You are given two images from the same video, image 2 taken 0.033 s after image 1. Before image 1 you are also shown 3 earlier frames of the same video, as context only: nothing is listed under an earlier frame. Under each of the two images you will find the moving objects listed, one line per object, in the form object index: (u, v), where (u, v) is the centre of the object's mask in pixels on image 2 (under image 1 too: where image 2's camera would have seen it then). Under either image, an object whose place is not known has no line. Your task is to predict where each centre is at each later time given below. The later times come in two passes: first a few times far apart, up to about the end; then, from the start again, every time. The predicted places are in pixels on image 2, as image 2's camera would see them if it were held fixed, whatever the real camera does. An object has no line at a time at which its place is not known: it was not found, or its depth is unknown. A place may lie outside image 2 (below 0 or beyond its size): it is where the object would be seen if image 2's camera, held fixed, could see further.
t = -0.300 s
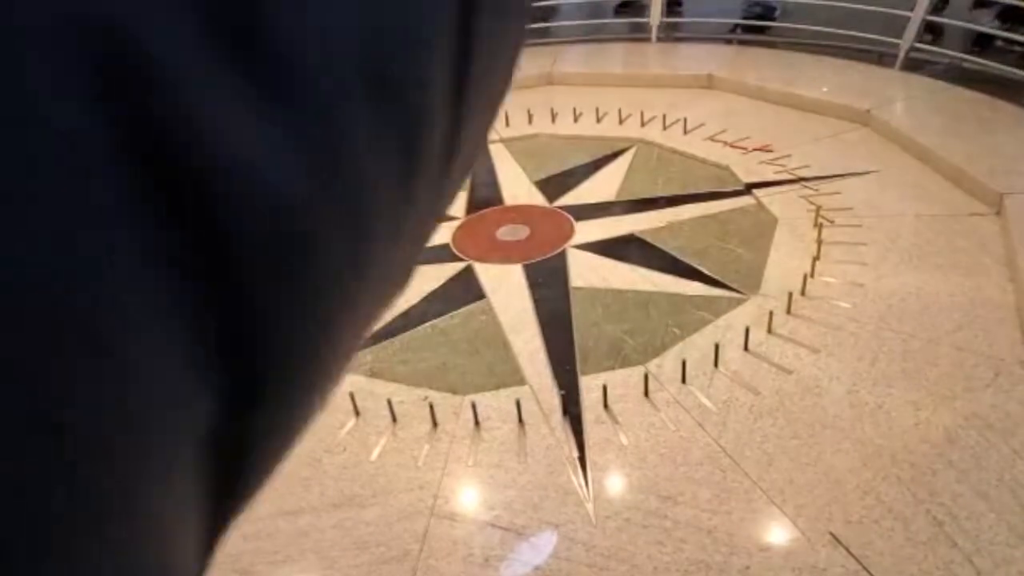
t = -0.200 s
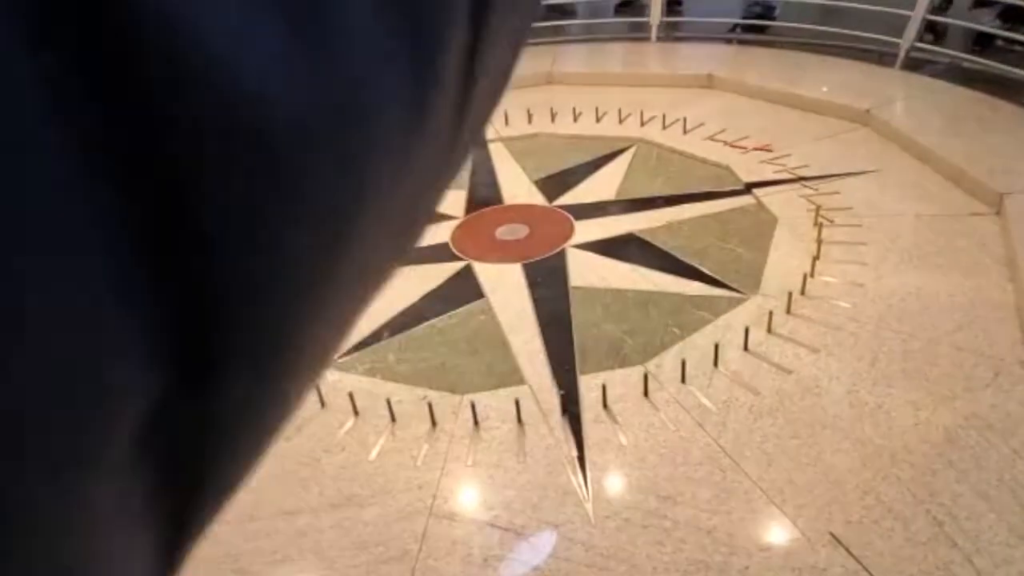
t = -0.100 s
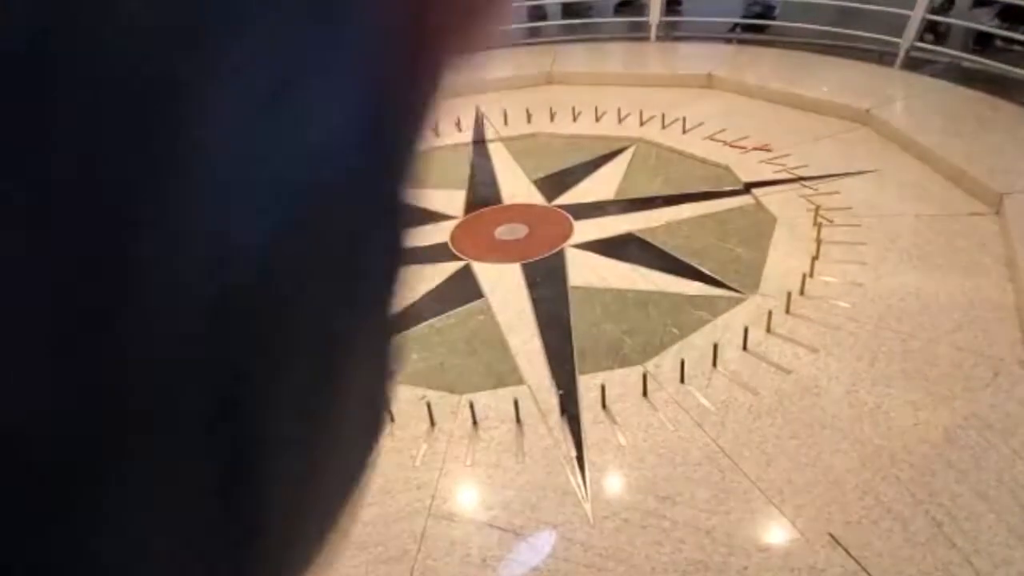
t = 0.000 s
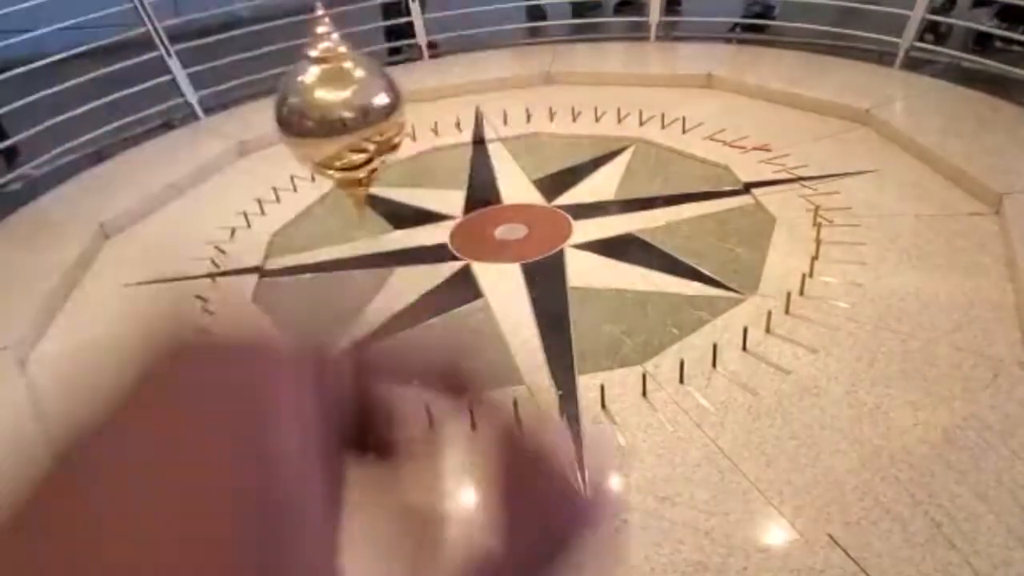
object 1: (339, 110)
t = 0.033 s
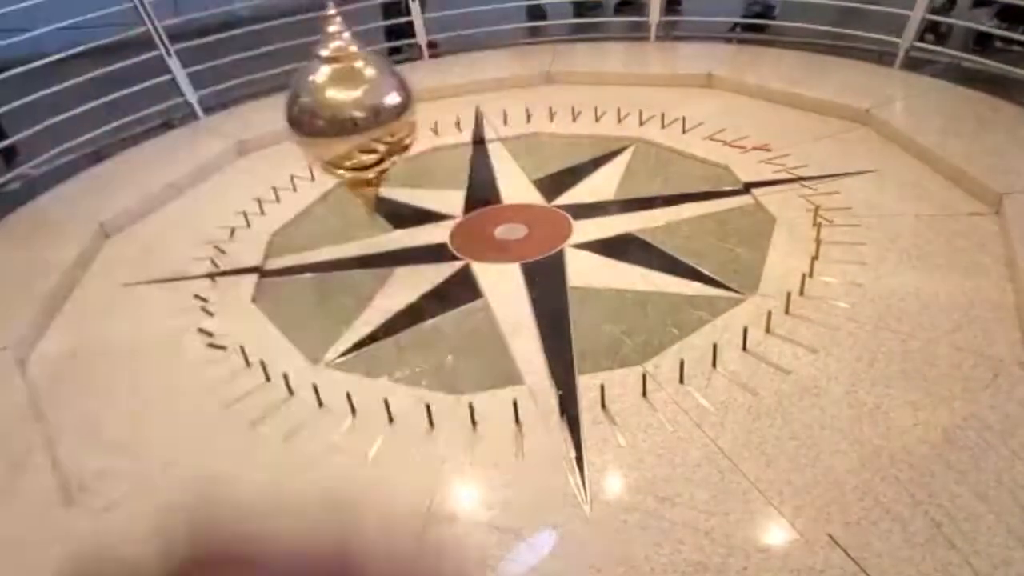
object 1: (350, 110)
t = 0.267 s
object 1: (432, 113)
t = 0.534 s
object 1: (535, 106)
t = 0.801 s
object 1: (640, 99)
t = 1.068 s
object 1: (741, 92)
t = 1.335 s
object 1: (826, 84)
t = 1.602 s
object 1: (891, 78)
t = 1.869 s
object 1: (926, 73)
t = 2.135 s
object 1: (929, 72)
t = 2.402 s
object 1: (898, 75)
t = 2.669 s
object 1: (836, 83)
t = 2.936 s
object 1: (751, 92)
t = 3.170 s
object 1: (668, 93)
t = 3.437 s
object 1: (568, 104)
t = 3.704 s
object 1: (464, 110)
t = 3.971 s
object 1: (369, 112)
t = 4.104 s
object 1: (326, 113)
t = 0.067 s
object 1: (362, 112)
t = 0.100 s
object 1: (373, 111)
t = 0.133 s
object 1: (384, 111)
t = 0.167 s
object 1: (396, 112)
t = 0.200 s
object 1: (409, 113)
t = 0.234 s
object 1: (420, 112)
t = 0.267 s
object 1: (432, 113)
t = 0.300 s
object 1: (446, 110)
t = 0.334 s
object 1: (459, 109)
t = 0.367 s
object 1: (472, 109)
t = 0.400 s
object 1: (485, 108)
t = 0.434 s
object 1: (497, 109)
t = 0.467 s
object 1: (511, 108)
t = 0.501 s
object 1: (522, 106)
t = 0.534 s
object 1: (535, 106)
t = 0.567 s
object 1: (549, 107)
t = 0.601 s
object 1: (562, 105)
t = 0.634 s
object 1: (576, 104)
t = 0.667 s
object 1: (589, 102)
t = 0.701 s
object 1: (602, 101)
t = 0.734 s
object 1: (615, 101)
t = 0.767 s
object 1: (627, 101)
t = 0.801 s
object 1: (640, 99)
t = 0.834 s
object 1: (653, 99)
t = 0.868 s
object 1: (666, 97)
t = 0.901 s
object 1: (679, 97)
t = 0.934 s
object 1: (692, 96)
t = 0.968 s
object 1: (705, 96)
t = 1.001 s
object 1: (717, 96)
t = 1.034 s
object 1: (728, 94)
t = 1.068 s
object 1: (741, 92)
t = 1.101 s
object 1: (752, 91)
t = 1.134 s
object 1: (763, 89)
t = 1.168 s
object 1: (774, 88)
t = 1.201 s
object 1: (786, 88)
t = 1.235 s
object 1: (796, 86)
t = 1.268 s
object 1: (806, 85)
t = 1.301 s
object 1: (817, 84)
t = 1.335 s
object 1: (826, 84)
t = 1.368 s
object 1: (835, 82)
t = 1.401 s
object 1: (845, 82)
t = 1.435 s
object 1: (853, 82)
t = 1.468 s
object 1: (861, 80)
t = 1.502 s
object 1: (869, 80)
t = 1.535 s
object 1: (877, 79)
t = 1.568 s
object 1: (884, 78)
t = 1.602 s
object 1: (891, 78)
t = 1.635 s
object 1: (896, 79)
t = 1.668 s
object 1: (902, 78)
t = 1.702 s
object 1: (907, 77)
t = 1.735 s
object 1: (913, 75)
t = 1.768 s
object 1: (917, 76)
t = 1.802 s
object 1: (921, 74)
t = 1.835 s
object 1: (923, 74)
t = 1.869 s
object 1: (926, 73)
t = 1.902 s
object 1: (929, 73)
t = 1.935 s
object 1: (930, 72)
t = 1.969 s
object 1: (931, 72)
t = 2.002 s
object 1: (932, 72)
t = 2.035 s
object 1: (932, 72)
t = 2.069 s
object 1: (932, 72)
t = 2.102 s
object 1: (931, 72)
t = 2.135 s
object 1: (929, 72)
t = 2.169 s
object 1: (927, 72)
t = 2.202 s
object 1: (925, 71)
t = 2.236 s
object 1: (922, 71)
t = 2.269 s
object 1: (918, 72)
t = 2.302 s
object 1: (914, 72)
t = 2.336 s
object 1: (909, 73)
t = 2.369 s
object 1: (903, 73)
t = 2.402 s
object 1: (898, 75)
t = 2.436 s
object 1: (891, 75)
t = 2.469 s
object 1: (885, 76)
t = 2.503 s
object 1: (877, 77)
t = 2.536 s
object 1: (870, 79)
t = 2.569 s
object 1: (862, 80)
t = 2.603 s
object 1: (854, 81)
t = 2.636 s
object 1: (845, 82)
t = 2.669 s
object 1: (836, 83)
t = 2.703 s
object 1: (827, 83)
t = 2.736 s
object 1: (816, 86)
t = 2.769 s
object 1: (805, 86)
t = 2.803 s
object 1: (795, 87)
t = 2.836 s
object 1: (785, 88)
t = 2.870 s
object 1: (774, 89)
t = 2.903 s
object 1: (763, 90)
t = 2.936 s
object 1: (751, 92)
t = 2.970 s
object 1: (742, 90)
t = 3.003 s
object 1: (729, 91)
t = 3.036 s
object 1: (716, 94)
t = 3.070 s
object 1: (704, 95)
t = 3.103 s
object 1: (693, 93)
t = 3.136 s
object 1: (681, 93)
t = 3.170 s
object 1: (668, 93)
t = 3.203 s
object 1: (656, 97)
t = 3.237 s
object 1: (644, 97)
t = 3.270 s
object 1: (631, 99)
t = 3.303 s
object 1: (619, 100)
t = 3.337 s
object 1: (607, 101)
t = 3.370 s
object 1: (596, 103)
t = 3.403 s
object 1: (581, 102)
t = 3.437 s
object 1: (568, 104)
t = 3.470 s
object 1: (554, 105)
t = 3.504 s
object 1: (542, 106)
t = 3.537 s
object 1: (528, 106)
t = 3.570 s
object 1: (514, 107)
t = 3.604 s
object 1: (501, 107)
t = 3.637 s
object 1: (489, 107)
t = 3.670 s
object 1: (476, 109)
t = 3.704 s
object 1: (464, 110)
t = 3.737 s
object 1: (453, 111)
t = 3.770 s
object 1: (443, 110)
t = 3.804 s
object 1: (432, 111)
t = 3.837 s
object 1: (417, 112)
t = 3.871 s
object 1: (404, 113)
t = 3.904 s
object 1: (392, 113)
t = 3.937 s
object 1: (381, 113)
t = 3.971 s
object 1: (369, 112)
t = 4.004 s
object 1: (359, 113)
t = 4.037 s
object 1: (348, 113)
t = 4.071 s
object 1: (336, 113)
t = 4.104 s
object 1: (326, 113)
